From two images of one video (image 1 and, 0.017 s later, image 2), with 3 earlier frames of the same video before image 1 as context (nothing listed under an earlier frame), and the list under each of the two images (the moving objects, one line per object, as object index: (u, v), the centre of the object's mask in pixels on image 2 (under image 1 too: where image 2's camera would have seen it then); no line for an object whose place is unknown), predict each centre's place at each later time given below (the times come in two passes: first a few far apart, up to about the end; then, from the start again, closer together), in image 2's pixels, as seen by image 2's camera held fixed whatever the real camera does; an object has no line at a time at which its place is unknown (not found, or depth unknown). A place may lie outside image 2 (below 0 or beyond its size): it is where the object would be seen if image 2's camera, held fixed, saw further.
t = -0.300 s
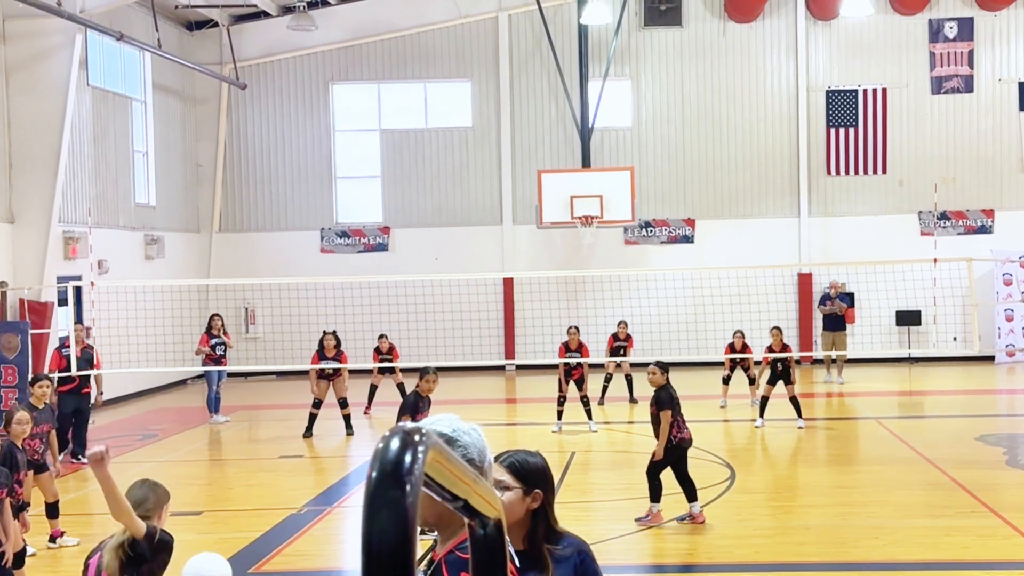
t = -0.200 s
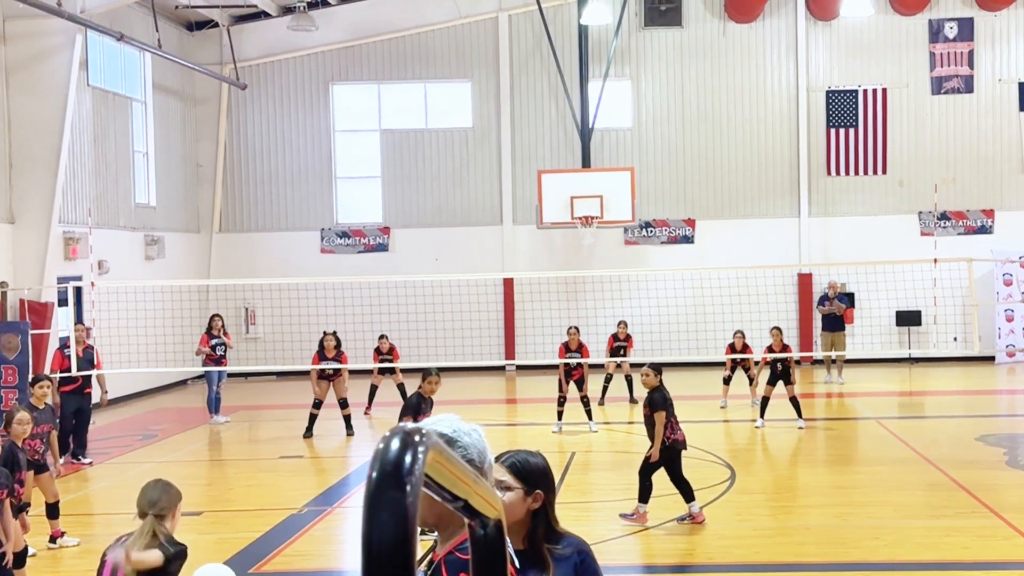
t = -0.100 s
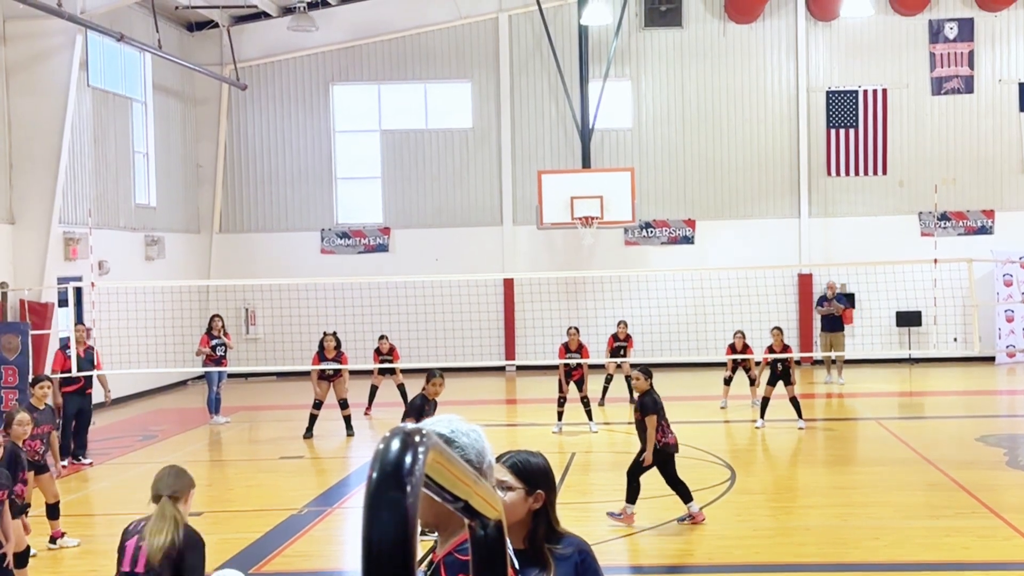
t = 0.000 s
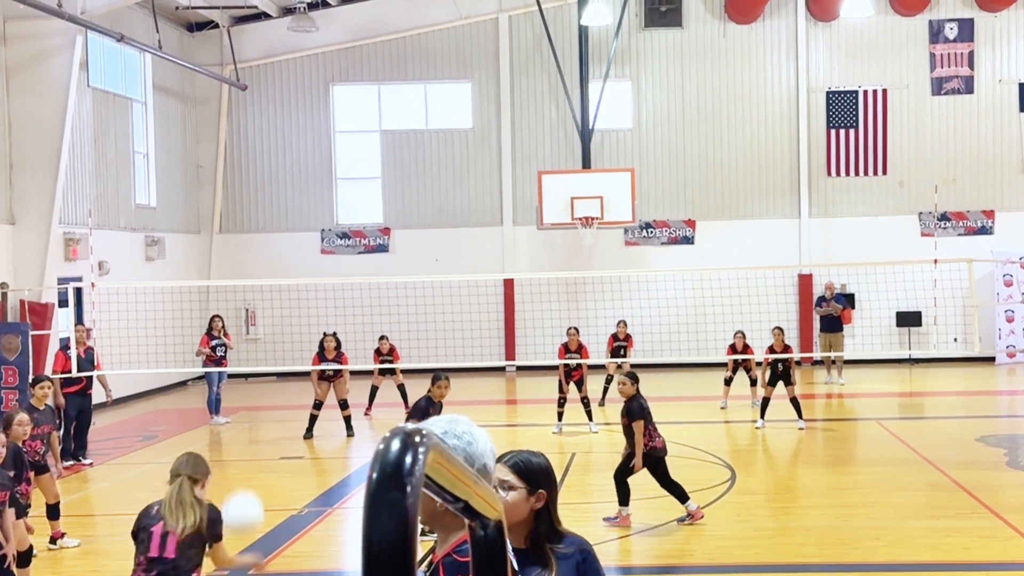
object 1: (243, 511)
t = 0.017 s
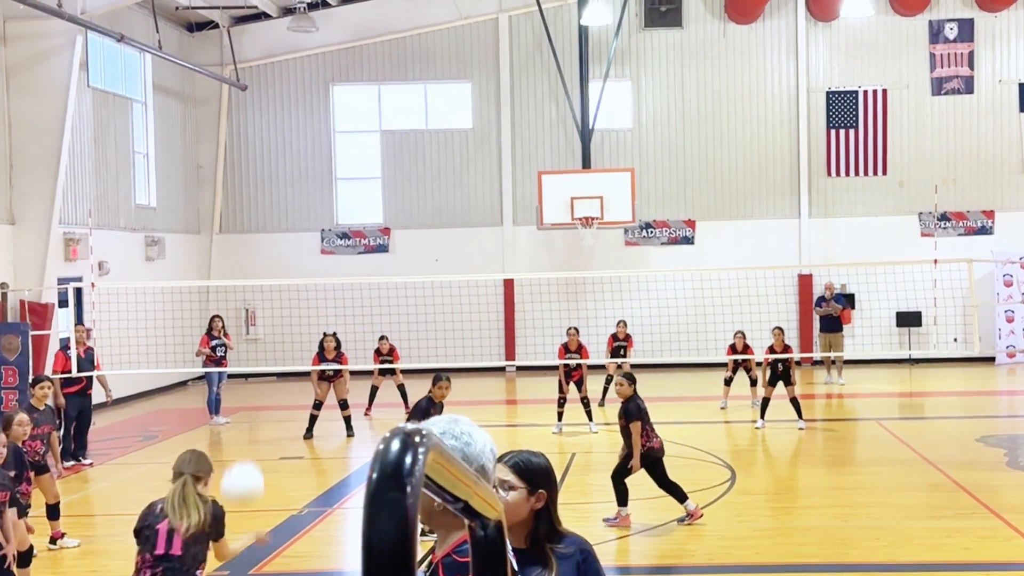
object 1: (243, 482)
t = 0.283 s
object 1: (253, 205)
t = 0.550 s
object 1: (263, 130)
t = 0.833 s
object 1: (272, 147)
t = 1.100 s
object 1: (284, 216)
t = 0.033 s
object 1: (244, 453)
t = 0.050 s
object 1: (245, 427)
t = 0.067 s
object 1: (246, 405)
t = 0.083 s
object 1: (246, 384)
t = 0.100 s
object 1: (247, 362)
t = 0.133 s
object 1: (248, 323)
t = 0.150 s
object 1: (248, 306)
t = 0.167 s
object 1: (249, 290)
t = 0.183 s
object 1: (249, 274)
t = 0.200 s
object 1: (250, 261)
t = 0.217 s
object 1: (250, 248)
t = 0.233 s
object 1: (251, 236)
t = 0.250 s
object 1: (251, 224)
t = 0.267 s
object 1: (252, 215)
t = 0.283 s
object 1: (253, 205)
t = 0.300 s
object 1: (253, 197)
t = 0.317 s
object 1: (254, 188)
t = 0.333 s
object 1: (254, 181)
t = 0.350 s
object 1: (255, 174)
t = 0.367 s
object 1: (256, 168)
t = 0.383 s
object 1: (256, 162)
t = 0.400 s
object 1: (257, 157)
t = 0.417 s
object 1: (258, 152)
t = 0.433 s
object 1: (259, 147)
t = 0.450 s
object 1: (259, 144)
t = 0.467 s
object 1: (260, 140)
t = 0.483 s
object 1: (261, 137)
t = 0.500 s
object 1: (262, 135)
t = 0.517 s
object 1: (262, 133)
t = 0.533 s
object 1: (263, 131)
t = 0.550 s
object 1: (263, 130)
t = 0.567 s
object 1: (264, 129)
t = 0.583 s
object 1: (265, 128)
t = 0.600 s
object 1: (265, 128)
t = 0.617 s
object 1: (265, 128)
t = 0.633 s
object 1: (266, 129)
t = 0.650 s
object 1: (266, 129)
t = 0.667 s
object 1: (267, 130)
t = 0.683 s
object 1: (268, 131)
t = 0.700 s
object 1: (268, 132)
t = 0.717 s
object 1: (268, 133)
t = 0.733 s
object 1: (268, 135)
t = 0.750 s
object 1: (269, 136)
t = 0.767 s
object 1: (269, 138)
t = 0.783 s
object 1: (270, 140)
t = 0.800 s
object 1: (271, 142)
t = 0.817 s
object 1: (271, 145)
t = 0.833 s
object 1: (272, 147)
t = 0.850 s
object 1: (272, 150)
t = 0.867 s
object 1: (273, 153)
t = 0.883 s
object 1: (274, 157)
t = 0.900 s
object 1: (274, 160)
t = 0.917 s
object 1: (275, 164)
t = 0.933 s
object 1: (276, 168)
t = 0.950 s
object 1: (277, 172)
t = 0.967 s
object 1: (278, 176)
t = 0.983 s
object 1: (279, 181)
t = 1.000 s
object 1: (279, 185)
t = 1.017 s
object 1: (280, 191)
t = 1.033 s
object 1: (281, 195)
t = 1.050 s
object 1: (281, 200)
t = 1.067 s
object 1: (282, 206)
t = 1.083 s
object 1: (283, 211)
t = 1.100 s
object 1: (284, 216)
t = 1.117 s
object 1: (285, 222)
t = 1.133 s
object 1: (286, 227)
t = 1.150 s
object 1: (287, 233)
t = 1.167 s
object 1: (287, 239)
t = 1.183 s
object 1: (288, 245)
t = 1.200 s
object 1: (289, 251)
